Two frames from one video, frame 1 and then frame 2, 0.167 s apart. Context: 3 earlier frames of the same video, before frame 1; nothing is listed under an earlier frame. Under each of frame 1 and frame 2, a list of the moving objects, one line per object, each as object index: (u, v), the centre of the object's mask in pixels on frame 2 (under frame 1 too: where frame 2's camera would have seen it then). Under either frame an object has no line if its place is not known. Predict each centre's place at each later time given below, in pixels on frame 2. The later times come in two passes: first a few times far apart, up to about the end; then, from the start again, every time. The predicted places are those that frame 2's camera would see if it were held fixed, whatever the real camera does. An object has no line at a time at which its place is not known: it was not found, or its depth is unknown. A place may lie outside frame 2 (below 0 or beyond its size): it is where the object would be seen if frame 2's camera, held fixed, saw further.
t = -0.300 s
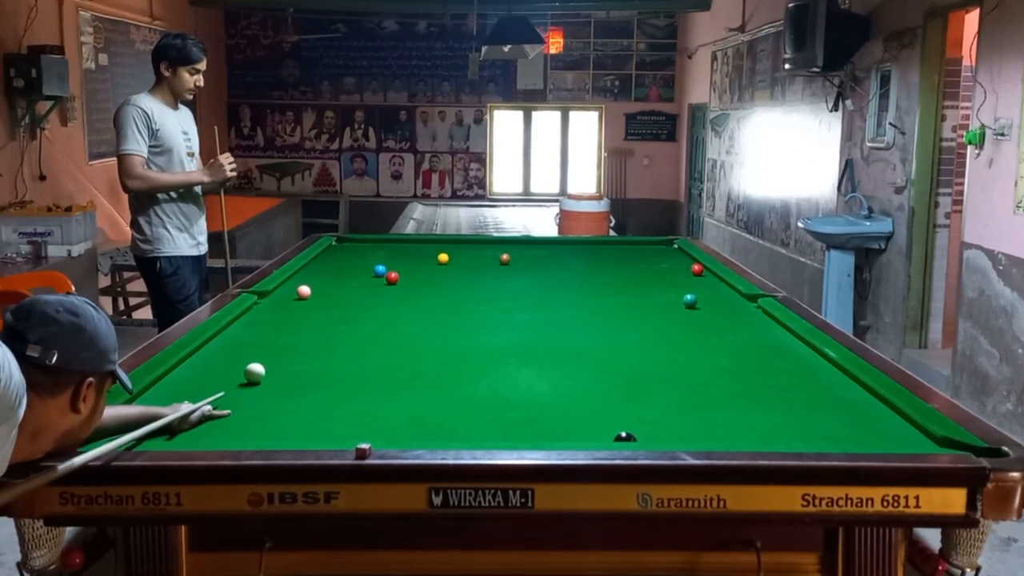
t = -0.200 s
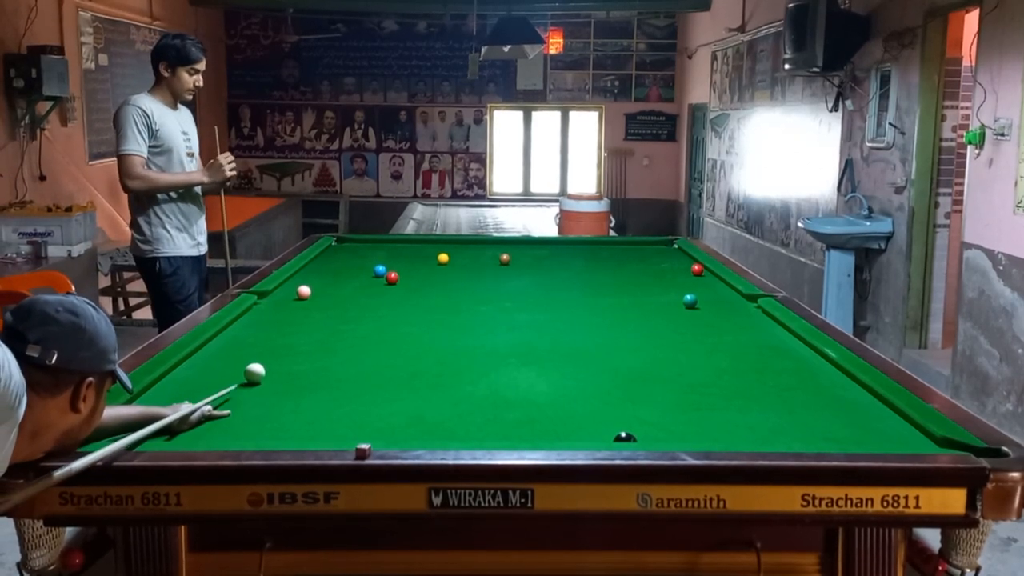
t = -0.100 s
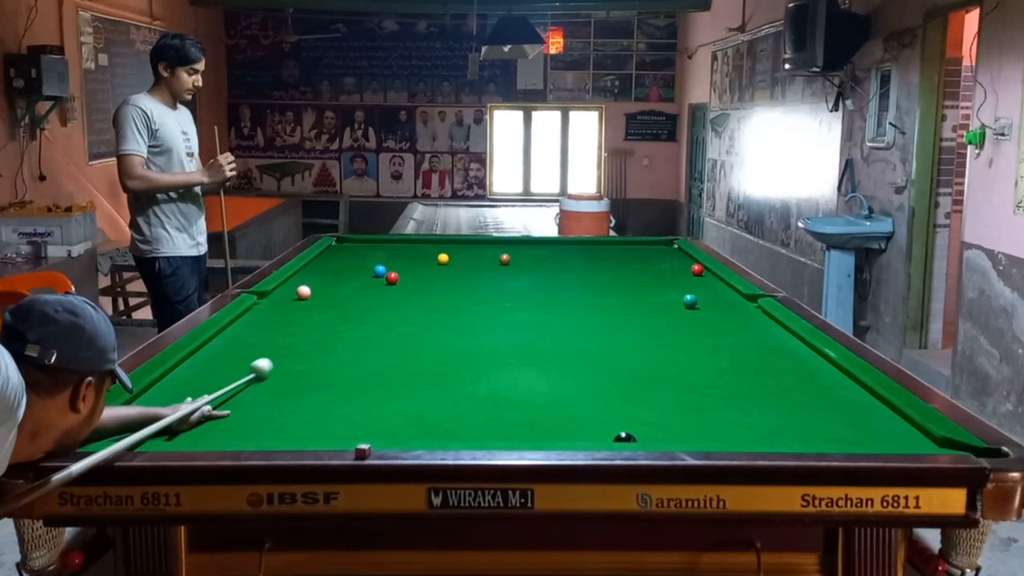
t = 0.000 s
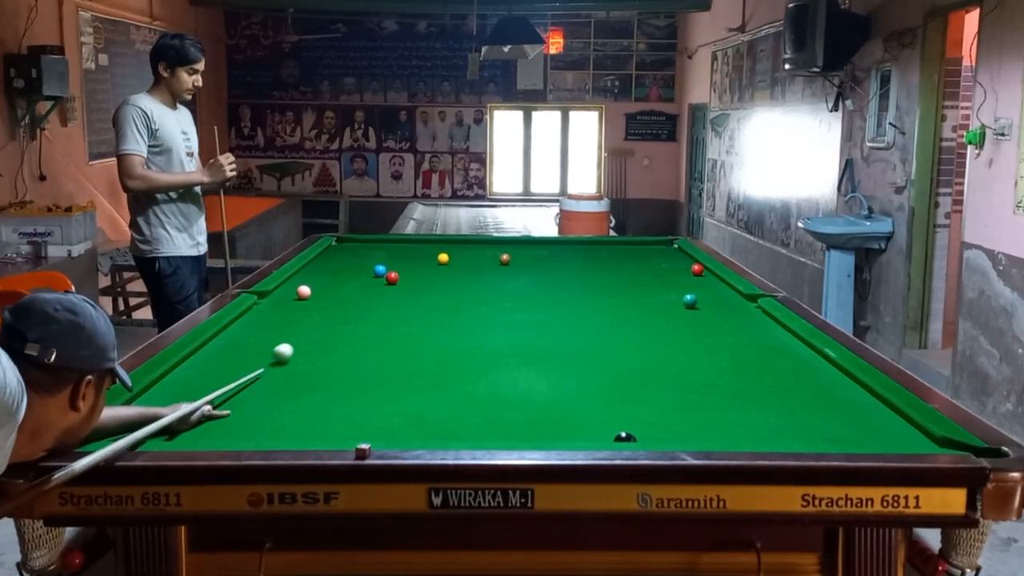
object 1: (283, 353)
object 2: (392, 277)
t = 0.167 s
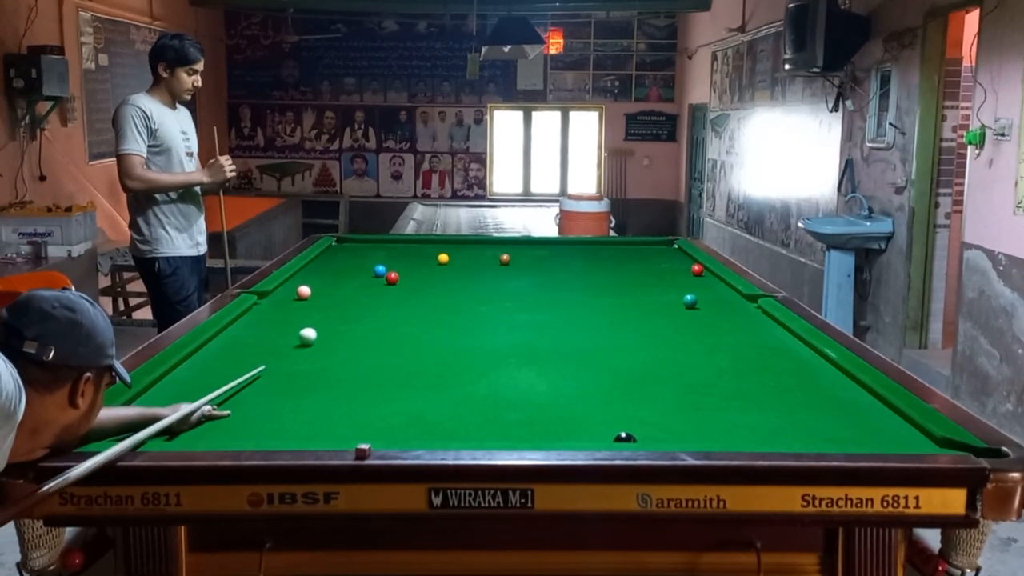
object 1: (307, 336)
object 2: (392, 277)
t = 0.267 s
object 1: (319, 328)
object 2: (392, 277)
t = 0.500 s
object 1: (341, 312)
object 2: (392, 277)
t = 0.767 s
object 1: (363, 297)
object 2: (392, 278)
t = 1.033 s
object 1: (382, 284)
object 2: (392, 277)
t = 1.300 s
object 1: (389, 279)
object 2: (399, 273)
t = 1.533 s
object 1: (391, 278)
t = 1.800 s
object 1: (393, 276)
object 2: (414, 264)
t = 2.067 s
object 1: (395, 275)
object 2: (420, 260)
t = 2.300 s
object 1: (396, 275)
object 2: (426, 257)
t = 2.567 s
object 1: (398, 274)
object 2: (431, 253)
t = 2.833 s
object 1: (399, 274)
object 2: (436, 250)
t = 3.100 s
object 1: (399, 274)
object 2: (440, 247)
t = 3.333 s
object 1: (399, 274)
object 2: (443, 246)
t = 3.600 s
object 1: (399, 274)
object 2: (446, 244)
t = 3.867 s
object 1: (399, 274)
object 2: (449, 242)
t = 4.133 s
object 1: (399, 274)
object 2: (452, 241)
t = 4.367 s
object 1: (399, 274)
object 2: (453, 240)
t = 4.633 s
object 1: (399, 274)
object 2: (454, 240)
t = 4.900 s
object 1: (399, 274)
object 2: (454, 241)
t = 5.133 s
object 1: (399, 274)
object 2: (455, 241)
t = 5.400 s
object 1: (399, 274)
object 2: (455, 242)
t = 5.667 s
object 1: (399, 274)
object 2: (456, 242)
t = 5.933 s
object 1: (399, 274)
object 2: (456, 242)
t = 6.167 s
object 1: (399, 274)
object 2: (456, 242)
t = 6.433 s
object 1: (399, 273)
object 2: (456, 241)
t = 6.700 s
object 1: (399, 274)
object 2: (456, 242)
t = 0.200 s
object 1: (311, 334)
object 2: (392, 277)
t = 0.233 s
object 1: (315, 331)
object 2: (392, 277)
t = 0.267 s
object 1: (319, 328)
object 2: (392, 277)
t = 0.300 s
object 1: (322, 326)
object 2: (392, 277)
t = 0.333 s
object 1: (326, 324)
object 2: (392, 278)
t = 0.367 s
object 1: (329, 321)
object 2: (392, 278)
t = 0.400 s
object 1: (332, 319)
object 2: (392, 278)
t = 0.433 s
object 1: (335, 317)
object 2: (392, 277)
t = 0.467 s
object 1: (338, 315)
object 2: (392, 278)
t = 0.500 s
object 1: (341, 312)
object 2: (392, 277)
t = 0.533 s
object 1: (344, 310)
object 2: (392, 277)
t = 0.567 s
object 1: (347, 308)
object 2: (392, 277)
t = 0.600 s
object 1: (350, 306)
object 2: (392, 277)
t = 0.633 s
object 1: (353, 304)
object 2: (392, 278)
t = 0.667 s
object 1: (356, 303)
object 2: (392, 278)
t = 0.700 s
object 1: (358, 301)
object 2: (392, 278)
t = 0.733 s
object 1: (361, 299)
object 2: (392, 278)
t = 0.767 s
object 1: (363, 297)
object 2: (392, 278)
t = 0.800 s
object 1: (366, 296)
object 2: (392, 278)
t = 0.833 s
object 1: (368, 294)
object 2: (392, 278)
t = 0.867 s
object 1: (370, 292)
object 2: (392, 278)
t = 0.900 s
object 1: (373, 291)
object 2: (392, 278)
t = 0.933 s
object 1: (375, 289)
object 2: (392, 278)
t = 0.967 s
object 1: (377, 288)
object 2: (392, 278)
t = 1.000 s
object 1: (379, 286)
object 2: (392, 278)
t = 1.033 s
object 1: (382, 284)
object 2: (392, 277)
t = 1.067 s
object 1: (384, 283)
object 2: (393, 277)
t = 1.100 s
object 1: (386, 282)
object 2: (394, 276)
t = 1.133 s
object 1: (388, 281)
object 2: (394, 275)
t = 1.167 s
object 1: (389, 280)
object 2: (395, 276)
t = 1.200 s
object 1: (388, 280)
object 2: (396, 275)
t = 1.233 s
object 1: (389, 280)
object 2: (397, 274)
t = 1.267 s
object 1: (389, 280)
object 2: (398, 274)
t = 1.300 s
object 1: (389, 279)
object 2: (399, 273)
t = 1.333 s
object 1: (389, 279)
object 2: (400, 272)
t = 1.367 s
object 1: (390, 279)
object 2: (400, 272)
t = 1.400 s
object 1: (390, 279)
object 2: (401, 271)
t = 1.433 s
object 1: (390, 278)
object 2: (402, 271)
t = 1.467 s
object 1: (391, 278)
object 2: (404, 270)
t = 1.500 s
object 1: (391, 278)
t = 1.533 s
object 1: (391, 278)
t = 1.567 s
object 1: (391, 278)
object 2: (407, 268)
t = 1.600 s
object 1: (392, 277)
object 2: (408, 268)
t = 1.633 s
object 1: (392, 277)
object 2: (409, 267)
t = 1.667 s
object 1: (392, 277)
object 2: (410, 266)
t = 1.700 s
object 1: (392, 277)
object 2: (411, 266)
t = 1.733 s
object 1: (393, 277)
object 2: (412, 265)
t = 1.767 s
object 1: (393, 276)
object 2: (413, 265)
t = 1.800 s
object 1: (393, 276)
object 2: (414, 264)
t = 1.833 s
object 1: (393, 276)
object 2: (414, 264)
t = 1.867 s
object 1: (394, 276)
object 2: (415, 263)
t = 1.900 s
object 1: (394, 276)
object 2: (416, 262)
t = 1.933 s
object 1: (394, 276)
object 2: (417, 262)
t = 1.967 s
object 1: (394, 276)
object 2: (418, 262)
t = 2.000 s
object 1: (395, 275)
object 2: (419, 261)
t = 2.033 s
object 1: (395, 275)
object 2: (420, 260)
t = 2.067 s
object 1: (395, 275)
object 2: (420, 260)
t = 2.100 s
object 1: (395, 275)
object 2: (421, 259)
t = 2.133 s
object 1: (396, 275)
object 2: (422, 259)
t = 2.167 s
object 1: (396, 275)
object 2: (423, 258)
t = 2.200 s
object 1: (396, 275)
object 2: (423, 258)
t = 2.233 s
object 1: (396, 275)
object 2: (424, 257)
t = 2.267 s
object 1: (396, 275)
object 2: (425, 257)
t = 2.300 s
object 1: (396, 275)
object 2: (426, 257)
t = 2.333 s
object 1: (397, 274)
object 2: (426, 256)
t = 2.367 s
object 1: (397, 274)
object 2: (427, 256)
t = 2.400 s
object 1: (397, 274)
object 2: (428, 255)
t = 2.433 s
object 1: (397, 274)
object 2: (429, 255)
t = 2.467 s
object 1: (397, 274)
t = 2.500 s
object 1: (397, 274)
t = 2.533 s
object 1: (397, 274)
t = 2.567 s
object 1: (398, 274)
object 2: (431, 253)
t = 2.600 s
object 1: (398, 274)
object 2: (432, 253)
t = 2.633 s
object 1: (398, 274)
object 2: (432, 252)
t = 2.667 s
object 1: (398, 274)
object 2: (433, 252)
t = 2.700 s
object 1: (398, 274)
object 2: (433, 252)
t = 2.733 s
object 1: (399, 274)
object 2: (434, 251)
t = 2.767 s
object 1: (399, 274)
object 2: (435, 251)
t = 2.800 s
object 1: (399, 274)
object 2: (435, 251)
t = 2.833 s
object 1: (399, 274)
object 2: (436, 250)
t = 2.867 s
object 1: (399, 273)
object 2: (436, 249)
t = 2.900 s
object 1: (399, 274)
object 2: (437, 249)
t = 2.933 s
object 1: (399, 274)
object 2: (437, 249)
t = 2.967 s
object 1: (399, 274)
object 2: (438, 249)
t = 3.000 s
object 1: (399, 274)
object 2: (438, 248)
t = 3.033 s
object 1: (399, 274)
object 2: (439, 248)
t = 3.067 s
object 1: (399, 274)
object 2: (439, 248)
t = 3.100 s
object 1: (399, 274)
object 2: (440, 247)
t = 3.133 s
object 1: (399, 274)
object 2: (440, 247)
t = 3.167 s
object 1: (399, 274)
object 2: (441, 247)
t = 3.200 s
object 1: (399, 274)
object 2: (441, 247)
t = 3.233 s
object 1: (399, 274)
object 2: (441, 247)
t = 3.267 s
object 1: (399, 274)
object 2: (442, 246)
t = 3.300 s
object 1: (399, 274)
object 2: (443, 246)
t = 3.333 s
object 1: (399, 274)
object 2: (443, 246)
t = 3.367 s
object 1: (399, 274)
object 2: (444, 246)
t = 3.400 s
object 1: (399, 274)
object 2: (444, 245)
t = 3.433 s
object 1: (399, 274)
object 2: (444, 245)
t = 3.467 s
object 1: (399, 274)
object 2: (445, 245)
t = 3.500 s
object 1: (399, 274)
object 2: (445, 245)
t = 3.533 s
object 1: (399, 274)
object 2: (446, 245)
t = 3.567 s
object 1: (399, 274)
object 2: (446, 244)
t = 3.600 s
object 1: (399, 274)
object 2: (446, 244)
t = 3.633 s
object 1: (399, 274)
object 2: (446, 244)
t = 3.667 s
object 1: (399, 274)
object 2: (447, 244)
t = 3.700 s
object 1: (399, 274)
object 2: (447, 243)
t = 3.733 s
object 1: (399, 274)
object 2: (448, 243)
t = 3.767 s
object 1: (399, 274)
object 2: (448, 243)
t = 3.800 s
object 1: (399, 274)
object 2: (449, 243)
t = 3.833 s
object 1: (399, 274)
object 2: (449, 242)
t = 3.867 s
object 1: (399, 274)
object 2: (449, 242)
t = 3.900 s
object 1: (399, 274)
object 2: (450, 242)
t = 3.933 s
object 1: (399, 274)
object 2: (450, 241)
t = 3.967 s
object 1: (399, 274)
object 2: (450, 241)
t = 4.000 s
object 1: (399, 274)
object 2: (450, 241)
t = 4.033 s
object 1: (399, 274)
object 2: (450, 241)
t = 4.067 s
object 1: (399, 274)
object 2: (451, 241)
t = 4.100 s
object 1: (399, 274)
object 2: (452, 241)
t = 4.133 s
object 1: (399, 274)
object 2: (452, 241)
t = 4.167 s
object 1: (399, 274)
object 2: (452, 240)
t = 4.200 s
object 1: (399, 274)
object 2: (452, 240)
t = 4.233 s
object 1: (399, 274)
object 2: (453, 240)
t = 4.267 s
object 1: (399, 274)
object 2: (453, 240)
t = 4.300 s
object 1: (399, 274)
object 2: (453, 240)
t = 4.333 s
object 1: (399, 274)
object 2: (453, 240)
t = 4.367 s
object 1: (399, 274)
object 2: (453, 240)
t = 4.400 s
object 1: (399, 274)
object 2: (453, 240)
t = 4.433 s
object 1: (399, 274)
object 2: (453, 240)
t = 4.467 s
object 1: (399, 274)
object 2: (453, 240)
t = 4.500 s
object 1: (399, 274)
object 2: (453, 240)
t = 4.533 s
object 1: (399, 274)
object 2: (454, 240)
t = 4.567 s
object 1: (399, 274)
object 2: (453, 240)
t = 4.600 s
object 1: (399, 274)
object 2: (453, 240)
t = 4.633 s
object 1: (399, 274)
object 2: (454, 240)
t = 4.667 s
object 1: (399, 274)
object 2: (454, 240)
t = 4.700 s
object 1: (399, 274)
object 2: (454, 240)
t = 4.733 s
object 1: (399, 274)
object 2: (454, 240)
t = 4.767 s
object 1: (399, 274)
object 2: (454, 240)
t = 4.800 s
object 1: (399, 274)
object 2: (454, 240)
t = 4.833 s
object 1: (399, 274)
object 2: (454, 241)
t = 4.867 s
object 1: (399, 274)
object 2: (454, 241)
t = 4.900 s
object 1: (399, 274)
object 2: (454, 241)
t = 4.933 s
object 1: (399, 274)
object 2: (454, 241)
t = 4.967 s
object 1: (399, 274)
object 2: (454, 240)
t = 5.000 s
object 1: (399, 274)
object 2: (455, 241)
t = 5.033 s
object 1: (399, 274)
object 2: (455, 241)
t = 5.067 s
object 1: (399, 274)
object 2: (455, 241)
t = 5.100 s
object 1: (399, 274)
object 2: (455, 241)
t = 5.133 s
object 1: (399, 274)
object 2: (455, 241)
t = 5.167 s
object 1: (399, 274)
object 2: (455, 241)
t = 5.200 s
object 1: (399, 274)
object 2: (455, 241)
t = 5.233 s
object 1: (399, 274)
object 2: (455, 242)
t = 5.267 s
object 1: (399, 274)
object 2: (455, 242)
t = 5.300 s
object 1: (399, 274)
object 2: (455, 242)
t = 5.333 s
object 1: (399, 274)
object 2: (455, 241)
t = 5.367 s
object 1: (399, 274)
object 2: (455, 242)
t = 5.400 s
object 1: (399, 274)
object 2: (455, 242)
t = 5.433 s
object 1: (399, 274)
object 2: (455, 242)
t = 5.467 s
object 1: (399, 274)
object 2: (455, 242)
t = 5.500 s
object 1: (399, 274)
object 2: (455, 242)
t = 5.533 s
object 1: (399, 274)
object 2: (455, 242)
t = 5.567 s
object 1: (399, 274)
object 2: (455, 242)
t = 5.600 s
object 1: (399, 274)
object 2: (455, 242)
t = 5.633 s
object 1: (399, 274)
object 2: (455, 242)
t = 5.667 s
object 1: (399, 274)
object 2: (456, 242)
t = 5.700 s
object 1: (399, 274)
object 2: (456, 242)
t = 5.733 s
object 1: (399, 274)
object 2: (456, 242)
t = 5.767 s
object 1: (399, 274)
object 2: (456, 242)
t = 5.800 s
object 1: (399, 274)
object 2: (456, 242)
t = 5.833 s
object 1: (399, 274)
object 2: (456, 242)
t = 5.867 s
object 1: (399, 274)
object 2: (456, 242)
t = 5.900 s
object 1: (399, 274)
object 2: (456, 242)
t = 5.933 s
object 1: (399, 274)
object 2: (456, 242)
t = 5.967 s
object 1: (399, 274)
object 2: (456, 242)
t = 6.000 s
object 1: (399, 274)
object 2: (456, 242)
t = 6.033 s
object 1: (399, 274)
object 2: (456, 242)
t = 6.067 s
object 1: (399, 274)
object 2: (456, 242)
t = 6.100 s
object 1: (399, 274)
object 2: (456, 242)
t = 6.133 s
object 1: (399, 274)
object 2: (456, 242)
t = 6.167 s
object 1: (399, 274)
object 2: (456, 242)
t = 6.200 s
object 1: (399, 274)
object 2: (456, 242)
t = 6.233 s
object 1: (399, 274)
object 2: (456, 242)
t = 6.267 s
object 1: (399, 274)
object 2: (456, 242)
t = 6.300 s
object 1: (399, 274)
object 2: (456, 242)
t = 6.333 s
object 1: (399, 274)
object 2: (456, 242)
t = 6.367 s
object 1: (399, 274)
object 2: (456, 242)
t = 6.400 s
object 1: (399, 274)
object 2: (456, 242)
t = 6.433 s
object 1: (399, 273)
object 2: (456, 241)
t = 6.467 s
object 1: (399, 274)
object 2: (456, 241)
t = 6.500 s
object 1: (399, 273)
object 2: (456, 242)
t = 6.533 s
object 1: (399, 274)
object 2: (456, 242)
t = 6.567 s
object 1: (399, 274)
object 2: (456, 242)
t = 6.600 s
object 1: (399, 274)
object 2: (456, 242)
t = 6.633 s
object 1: (399, 274)
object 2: (456, 242)
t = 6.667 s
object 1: (399, 274)
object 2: (456, 242)
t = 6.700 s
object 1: (399, 274)
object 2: (456, 242)
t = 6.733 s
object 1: (399, 274)
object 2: (456, 242)
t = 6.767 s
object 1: (399, 274)
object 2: (456, 242)
